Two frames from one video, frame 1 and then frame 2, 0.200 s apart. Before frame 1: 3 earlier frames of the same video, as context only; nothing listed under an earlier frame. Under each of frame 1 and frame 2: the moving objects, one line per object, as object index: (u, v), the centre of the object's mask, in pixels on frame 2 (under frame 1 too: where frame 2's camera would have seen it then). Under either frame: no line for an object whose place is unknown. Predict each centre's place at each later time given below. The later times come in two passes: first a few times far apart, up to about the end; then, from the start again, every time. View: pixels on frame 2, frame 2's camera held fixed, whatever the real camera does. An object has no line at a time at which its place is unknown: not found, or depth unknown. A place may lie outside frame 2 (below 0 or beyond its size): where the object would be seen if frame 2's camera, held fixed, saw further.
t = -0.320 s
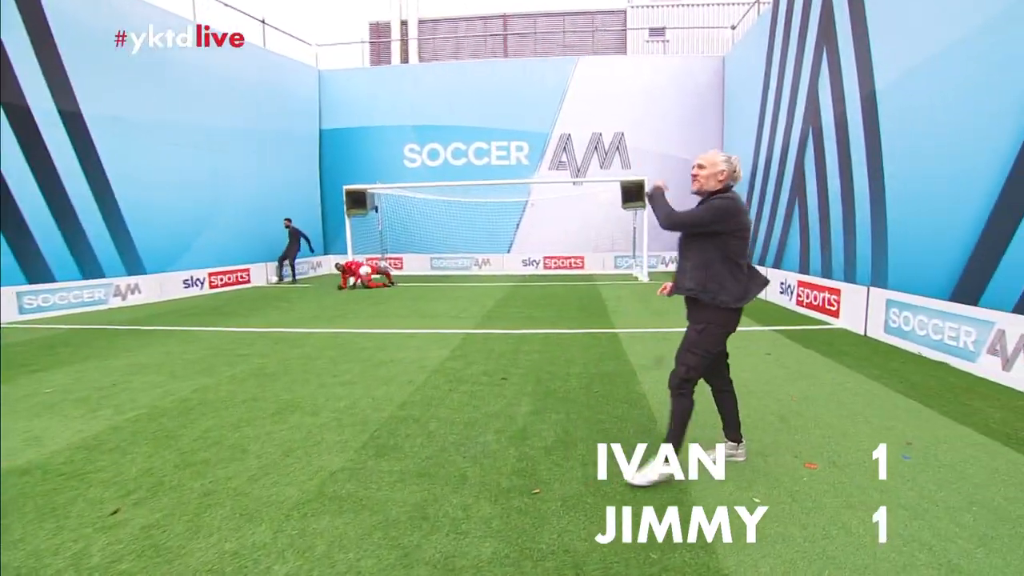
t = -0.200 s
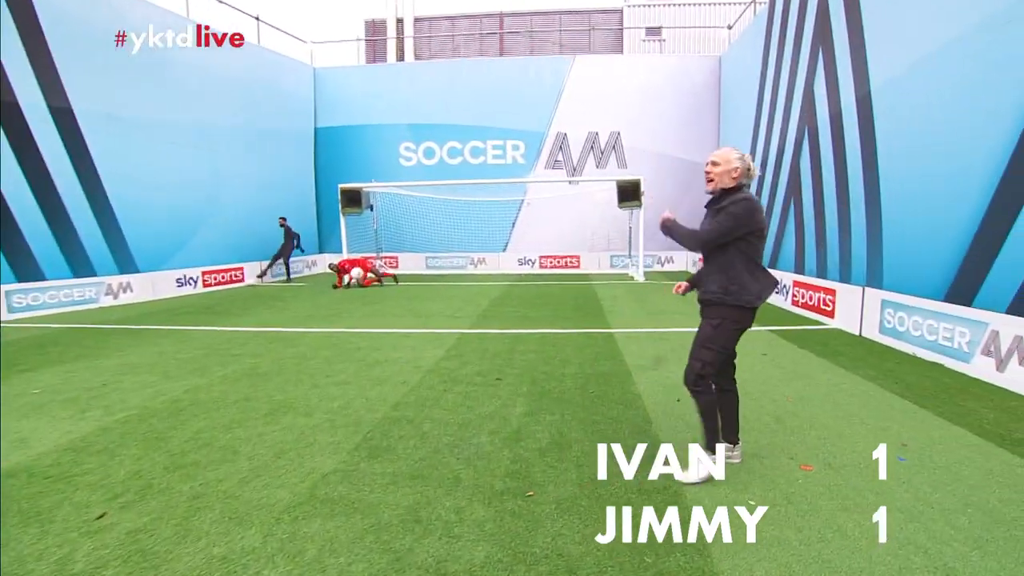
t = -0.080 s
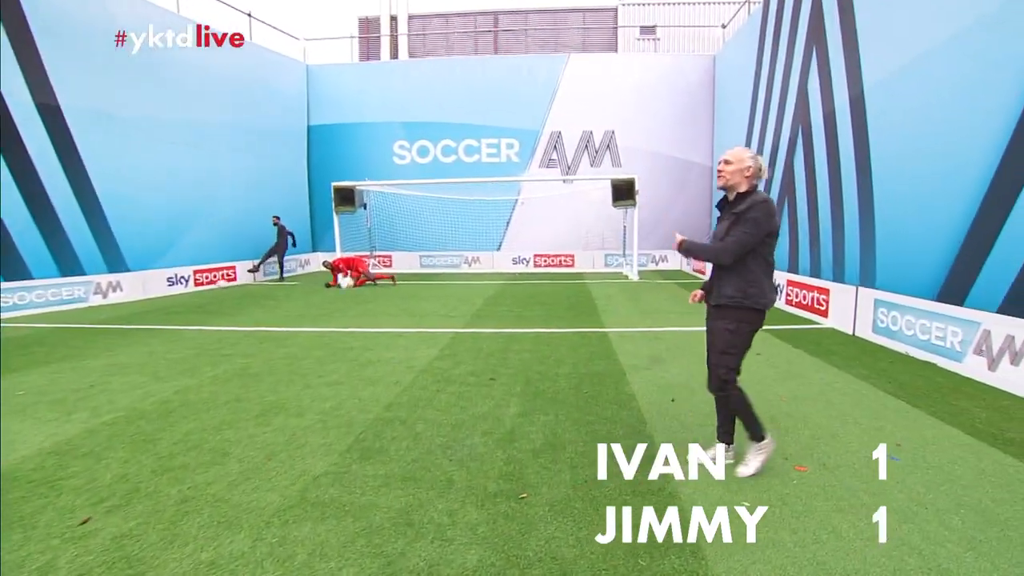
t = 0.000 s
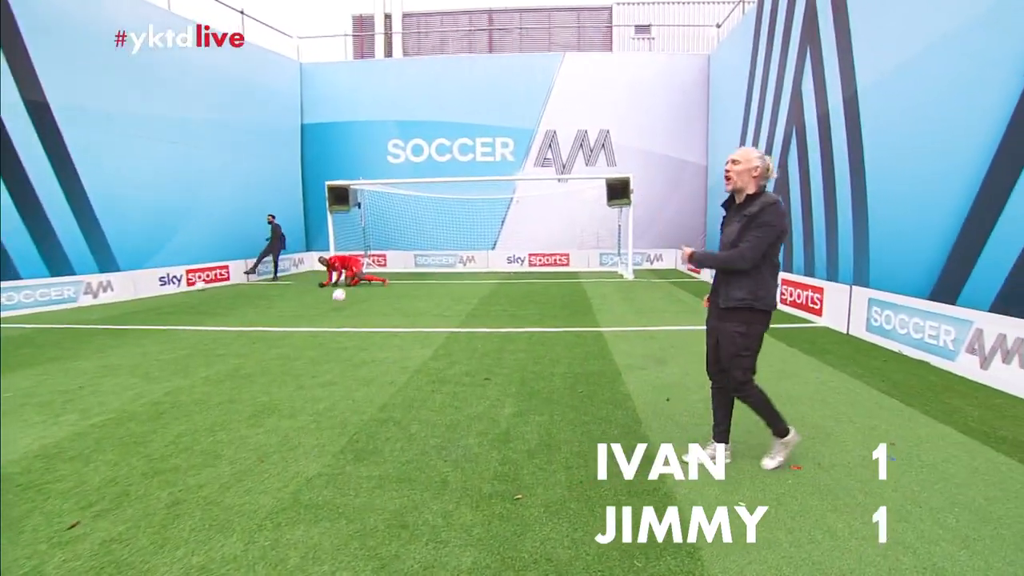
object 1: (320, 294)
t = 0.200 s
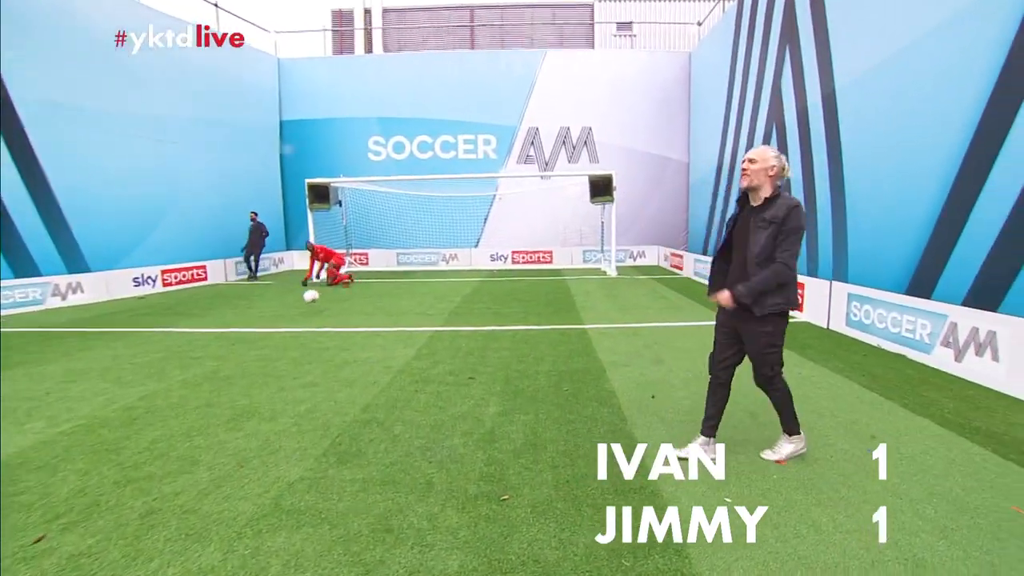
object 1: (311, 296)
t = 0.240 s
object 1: (309, 296)
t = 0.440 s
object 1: (299, 313)
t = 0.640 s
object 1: (285, 315)
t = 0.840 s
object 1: (269, 328)
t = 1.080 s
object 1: (244, 340)
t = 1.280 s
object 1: (221, 353)
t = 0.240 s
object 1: (309, 296)
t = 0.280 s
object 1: (307, 297)
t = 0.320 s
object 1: (305, 299)
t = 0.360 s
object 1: (303, 302)
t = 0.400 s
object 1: (301, 307)
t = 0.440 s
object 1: (299, 313)
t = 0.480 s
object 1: (297, 317)
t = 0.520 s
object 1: (294, 315)
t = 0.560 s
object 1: (291, 314)
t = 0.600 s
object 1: (288, 314)
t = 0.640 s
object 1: (285, 315)
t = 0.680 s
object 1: (282, 316)
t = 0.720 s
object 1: (279, 321)
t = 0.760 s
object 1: (276, 327)
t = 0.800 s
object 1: (272, 329)
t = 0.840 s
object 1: (269, 328)
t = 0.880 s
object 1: (265, 328)
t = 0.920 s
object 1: (261, 330)
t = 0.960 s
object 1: (256, 333)
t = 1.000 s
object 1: (253, 339)
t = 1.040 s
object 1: (249, 341)
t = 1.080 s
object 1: (244, 340)
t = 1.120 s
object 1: (240, 342)
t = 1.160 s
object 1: (235, 345)
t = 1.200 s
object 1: (231, 349)
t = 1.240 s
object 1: (226, 352)
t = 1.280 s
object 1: (221, 353)
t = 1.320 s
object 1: (216, 356)
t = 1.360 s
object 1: (211, 359)
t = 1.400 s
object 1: (206, 361)
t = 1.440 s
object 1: (201, 363)
